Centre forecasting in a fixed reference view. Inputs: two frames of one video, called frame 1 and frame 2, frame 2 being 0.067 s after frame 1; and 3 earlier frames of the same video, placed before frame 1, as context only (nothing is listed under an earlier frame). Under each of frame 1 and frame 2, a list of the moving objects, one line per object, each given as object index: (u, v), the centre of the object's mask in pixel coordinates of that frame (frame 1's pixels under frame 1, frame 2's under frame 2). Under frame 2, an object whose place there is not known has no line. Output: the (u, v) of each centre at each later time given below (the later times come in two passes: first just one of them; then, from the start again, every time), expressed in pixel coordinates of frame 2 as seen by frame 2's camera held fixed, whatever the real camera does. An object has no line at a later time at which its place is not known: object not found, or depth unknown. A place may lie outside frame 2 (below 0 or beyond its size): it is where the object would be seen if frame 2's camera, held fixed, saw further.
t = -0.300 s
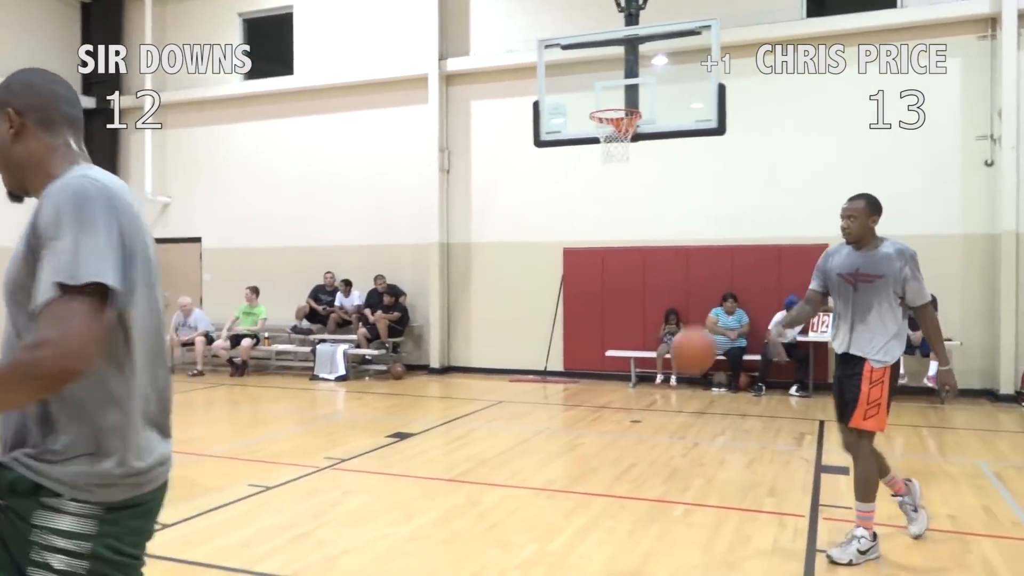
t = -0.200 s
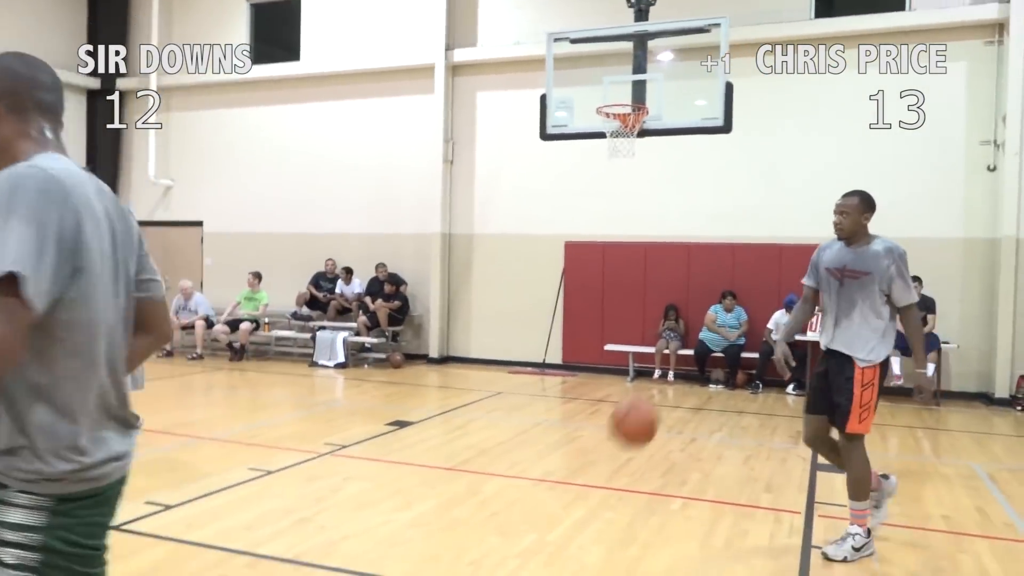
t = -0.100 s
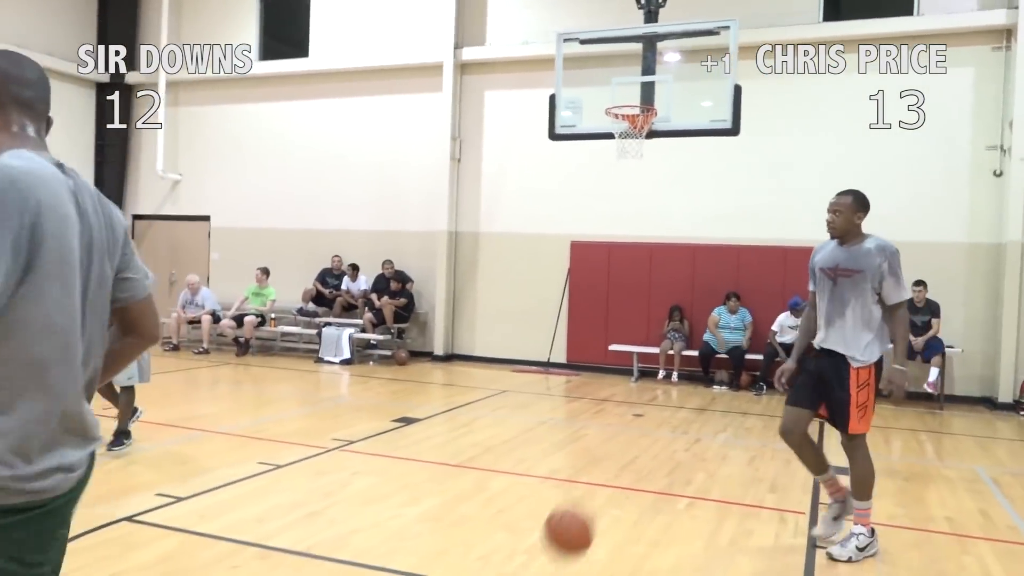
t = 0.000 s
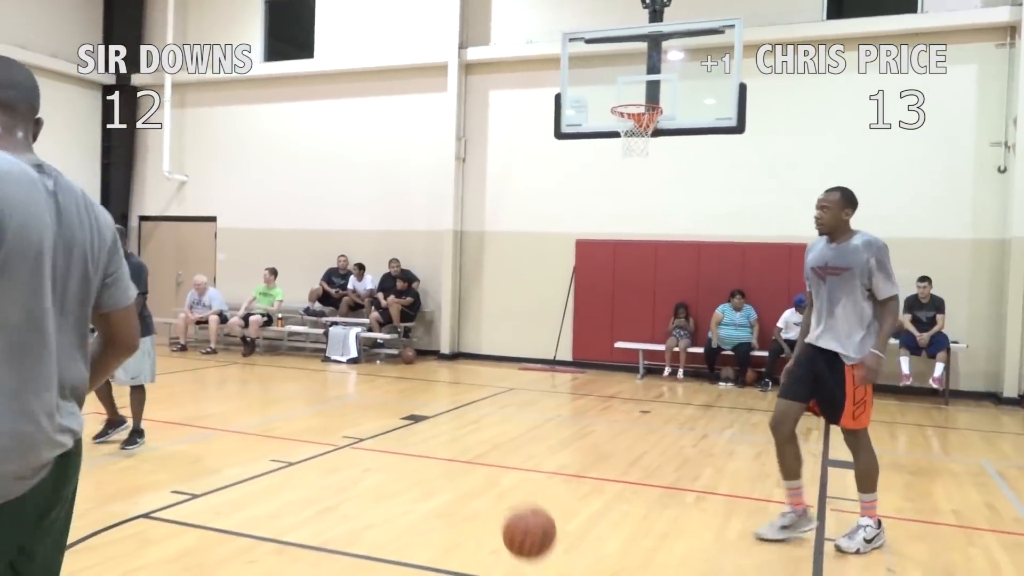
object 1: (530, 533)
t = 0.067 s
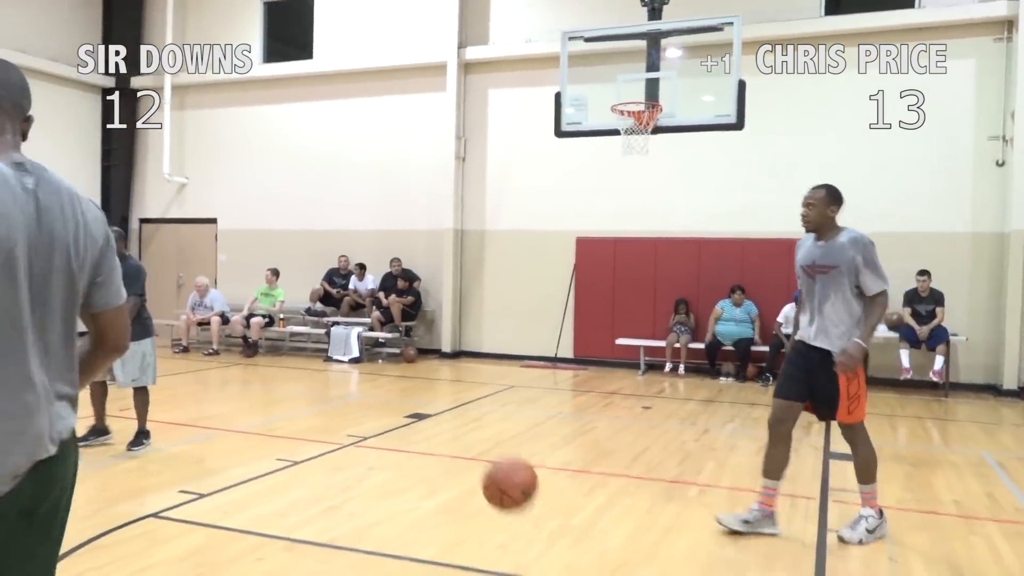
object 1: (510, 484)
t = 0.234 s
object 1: (439, 407)
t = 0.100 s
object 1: (496, 466)
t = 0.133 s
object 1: (483, 448)
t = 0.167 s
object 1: (469, 431)
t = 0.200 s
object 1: (454, 418)
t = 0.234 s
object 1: (439, 407)
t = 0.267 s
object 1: (424, 399)
